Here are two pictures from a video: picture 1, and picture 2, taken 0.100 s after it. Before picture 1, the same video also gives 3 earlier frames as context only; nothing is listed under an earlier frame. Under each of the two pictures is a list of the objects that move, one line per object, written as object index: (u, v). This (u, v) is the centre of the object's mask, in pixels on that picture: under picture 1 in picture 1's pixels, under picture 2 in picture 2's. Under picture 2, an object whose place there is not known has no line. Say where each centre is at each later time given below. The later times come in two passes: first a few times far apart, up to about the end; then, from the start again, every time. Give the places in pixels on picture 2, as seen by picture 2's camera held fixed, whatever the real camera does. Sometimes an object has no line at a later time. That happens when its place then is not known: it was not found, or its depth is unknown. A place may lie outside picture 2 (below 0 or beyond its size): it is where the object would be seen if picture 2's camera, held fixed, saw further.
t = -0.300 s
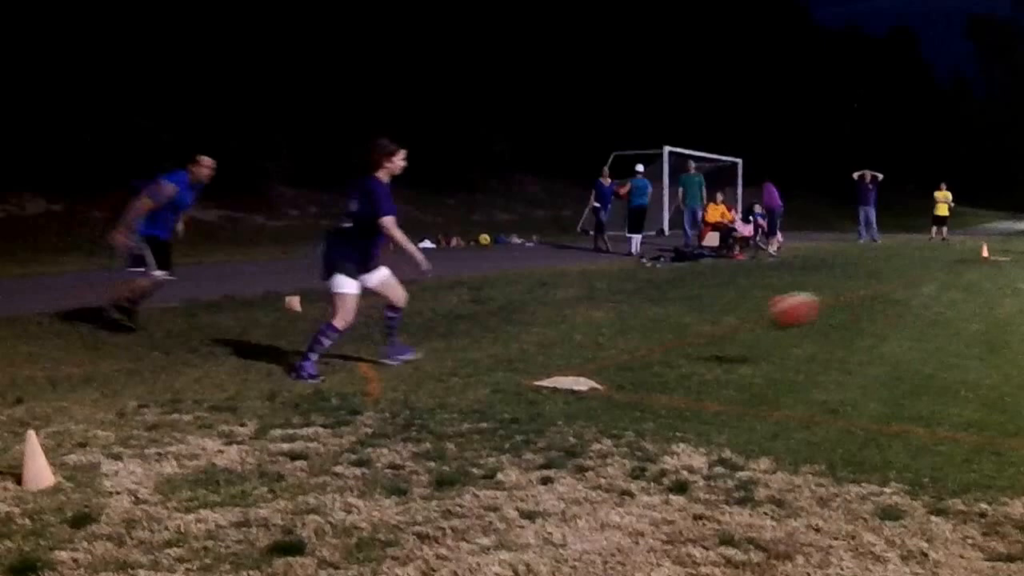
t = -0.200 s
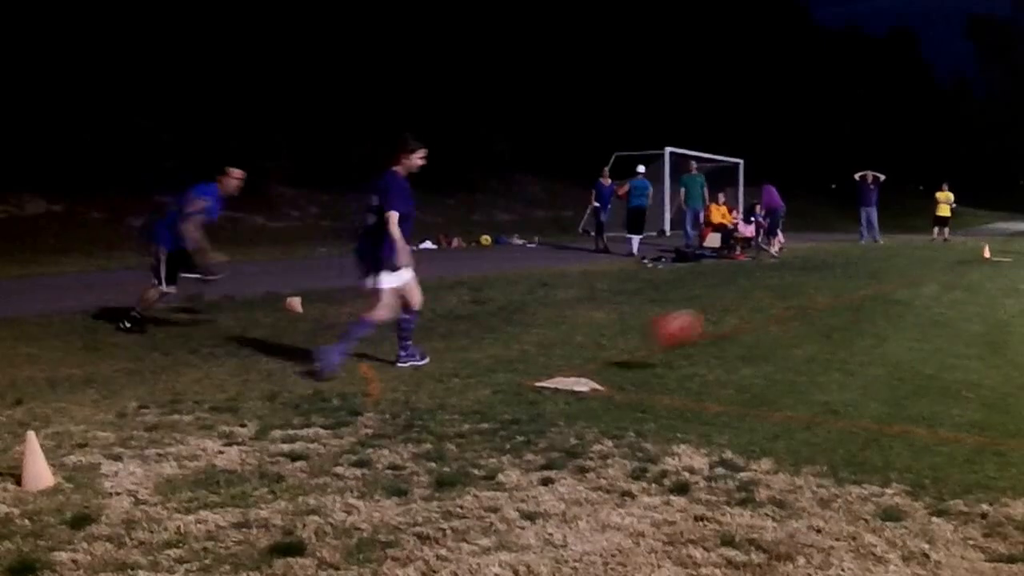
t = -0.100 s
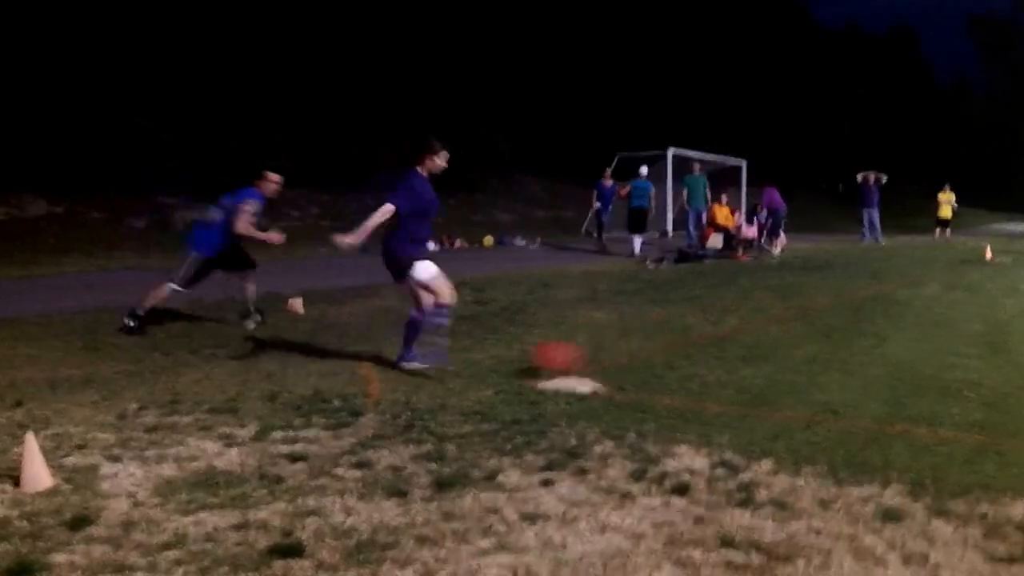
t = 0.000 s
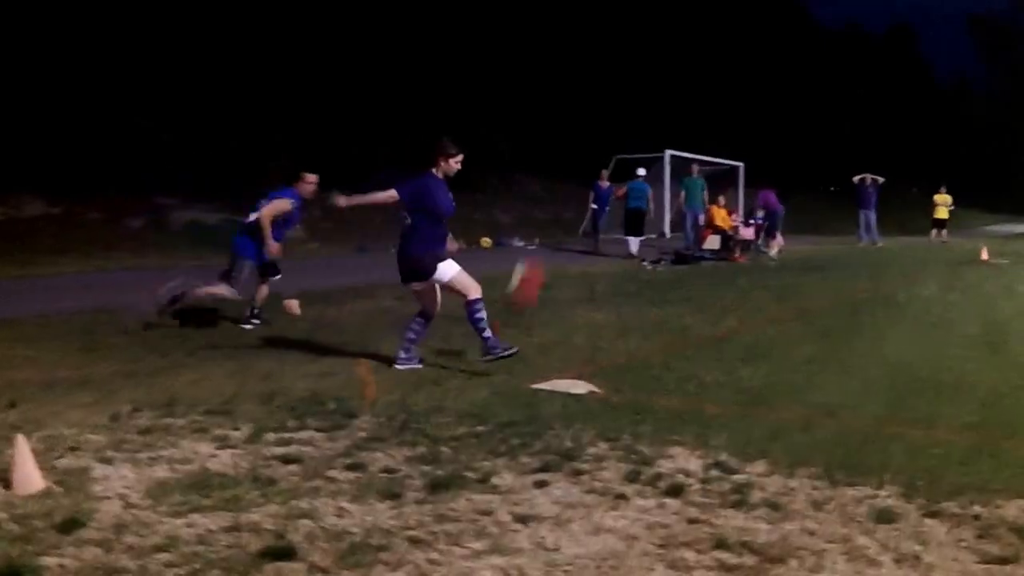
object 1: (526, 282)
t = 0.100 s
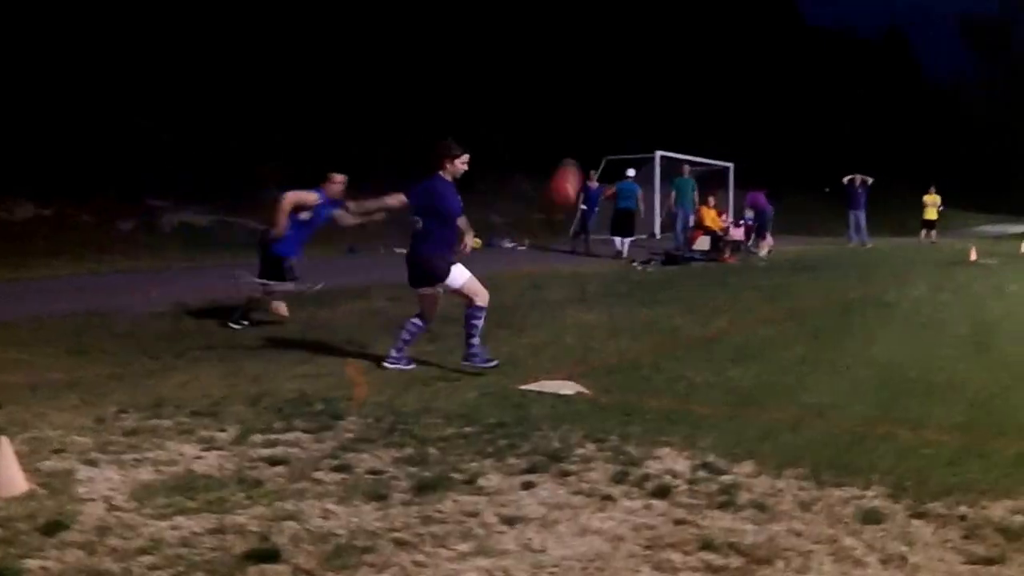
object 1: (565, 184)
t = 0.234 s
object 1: (613, 90)
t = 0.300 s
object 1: (628, 56)
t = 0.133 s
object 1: (579, 157)
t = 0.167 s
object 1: (589, 133)
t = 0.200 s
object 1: (601, 110)
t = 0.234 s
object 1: (613, 90)
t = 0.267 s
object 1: (620, 71)
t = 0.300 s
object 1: (628, 56)
